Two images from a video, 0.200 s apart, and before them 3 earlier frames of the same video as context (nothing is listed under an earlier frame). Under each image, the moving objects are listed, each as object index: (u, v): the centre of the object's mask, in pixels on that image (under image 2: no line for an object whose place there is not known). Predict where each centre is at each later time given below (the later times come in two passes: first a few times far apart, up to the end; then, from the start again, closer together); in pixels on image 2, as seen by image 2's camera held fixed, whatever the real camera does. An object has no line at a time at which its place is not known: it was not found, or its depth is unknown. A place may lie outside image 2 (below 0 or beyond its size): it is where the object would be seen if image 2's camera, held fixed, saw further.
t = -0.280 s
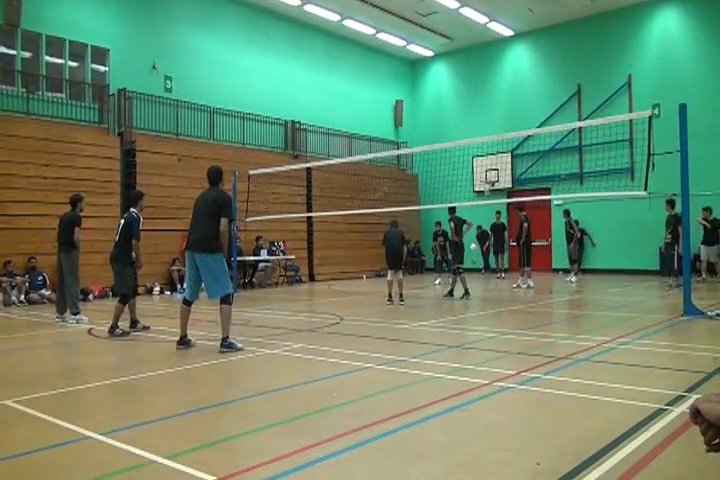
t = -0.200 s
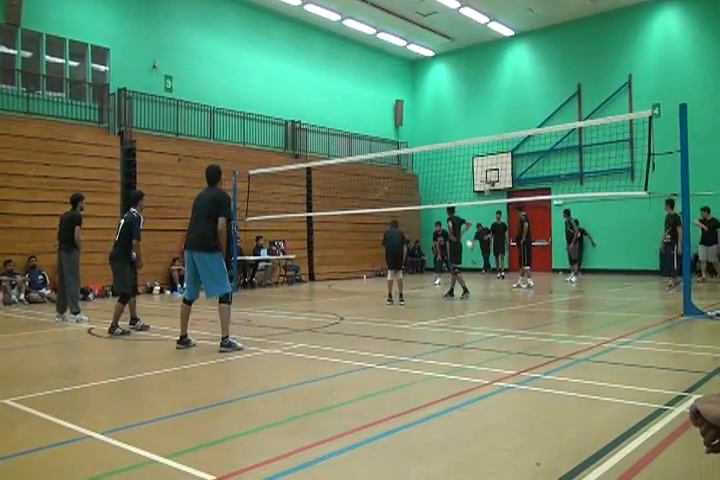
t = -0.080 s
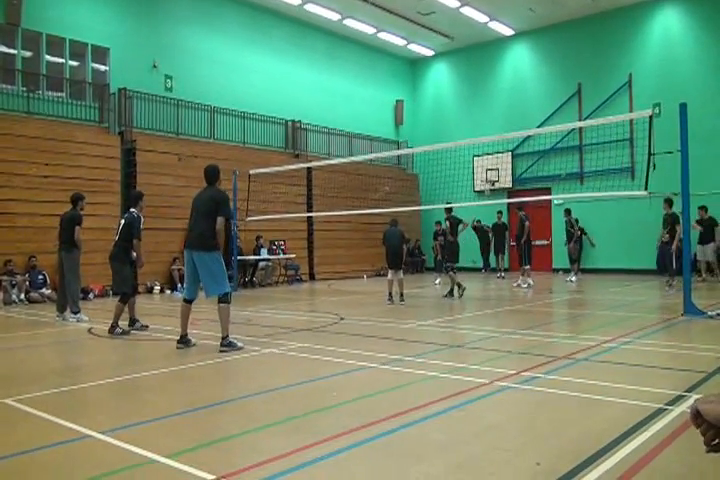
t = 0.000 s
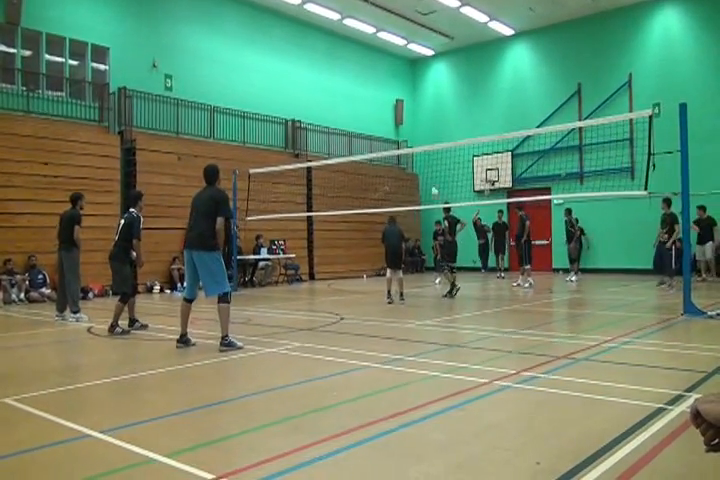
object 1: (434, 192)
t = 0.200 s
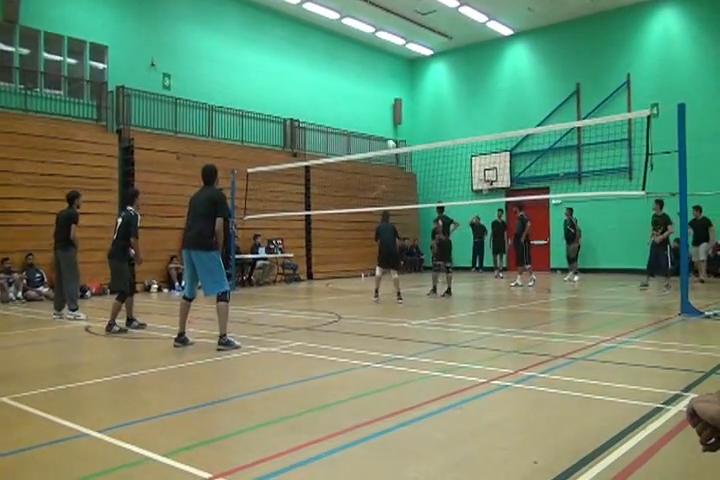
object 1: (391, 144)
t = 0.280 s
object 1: (372, 127)
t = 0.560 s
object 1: (297, 80)
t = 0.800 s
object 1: (217, 61)
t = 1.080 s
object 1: (91, 79)
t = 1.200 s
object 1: (25, 105)
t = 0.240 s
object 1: (380, 135)
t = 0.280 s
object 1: (372, 127)
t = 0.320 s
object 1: (362, 119)
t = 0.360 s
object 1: (352, 111)
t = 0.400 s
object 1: (344, 104)
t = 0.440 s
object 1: (332, 97)
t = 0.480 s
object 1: (323, 91)
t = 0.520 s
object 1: (312, 87)
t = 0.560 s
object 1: (297, 80)
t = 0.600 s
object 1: (285, 75)
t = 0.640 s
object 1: (272, 71)
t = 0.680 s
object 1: (259, 68)
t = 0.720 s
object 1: (245, 65)
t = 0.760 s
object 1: (231, 63)
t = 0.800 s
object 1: (217, 61)
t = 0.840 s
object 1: (201, 60)
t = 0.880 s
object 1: (184, 61)
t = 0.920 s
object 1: (167, 62)
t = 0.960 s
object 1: (149, 64)
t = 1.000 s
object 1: (132, 68)
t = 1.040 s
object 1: (112, 72)
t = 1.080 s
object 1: (91, 79)
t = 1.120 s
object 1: (71, 87)
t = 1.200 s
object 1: (25, 105)
